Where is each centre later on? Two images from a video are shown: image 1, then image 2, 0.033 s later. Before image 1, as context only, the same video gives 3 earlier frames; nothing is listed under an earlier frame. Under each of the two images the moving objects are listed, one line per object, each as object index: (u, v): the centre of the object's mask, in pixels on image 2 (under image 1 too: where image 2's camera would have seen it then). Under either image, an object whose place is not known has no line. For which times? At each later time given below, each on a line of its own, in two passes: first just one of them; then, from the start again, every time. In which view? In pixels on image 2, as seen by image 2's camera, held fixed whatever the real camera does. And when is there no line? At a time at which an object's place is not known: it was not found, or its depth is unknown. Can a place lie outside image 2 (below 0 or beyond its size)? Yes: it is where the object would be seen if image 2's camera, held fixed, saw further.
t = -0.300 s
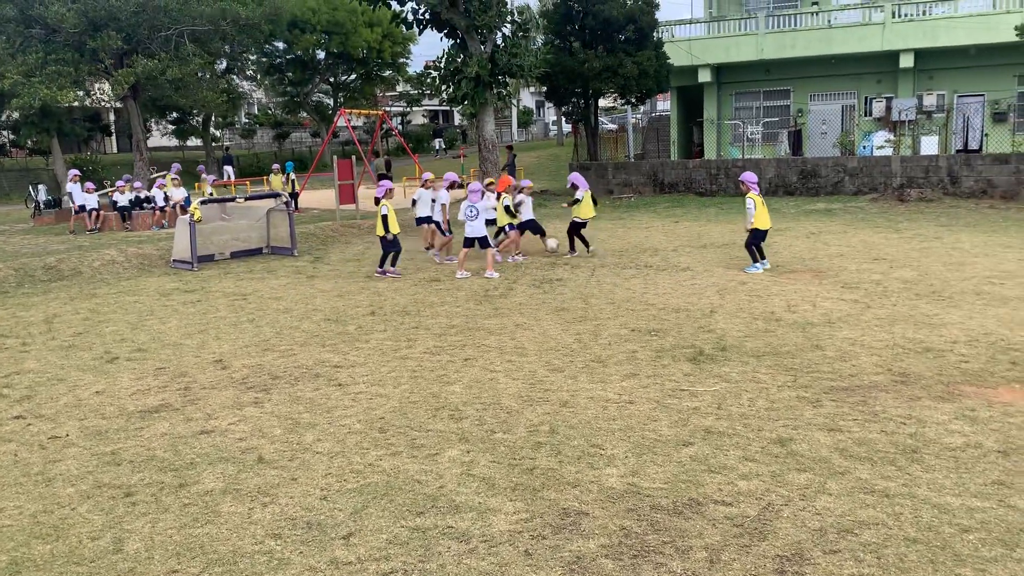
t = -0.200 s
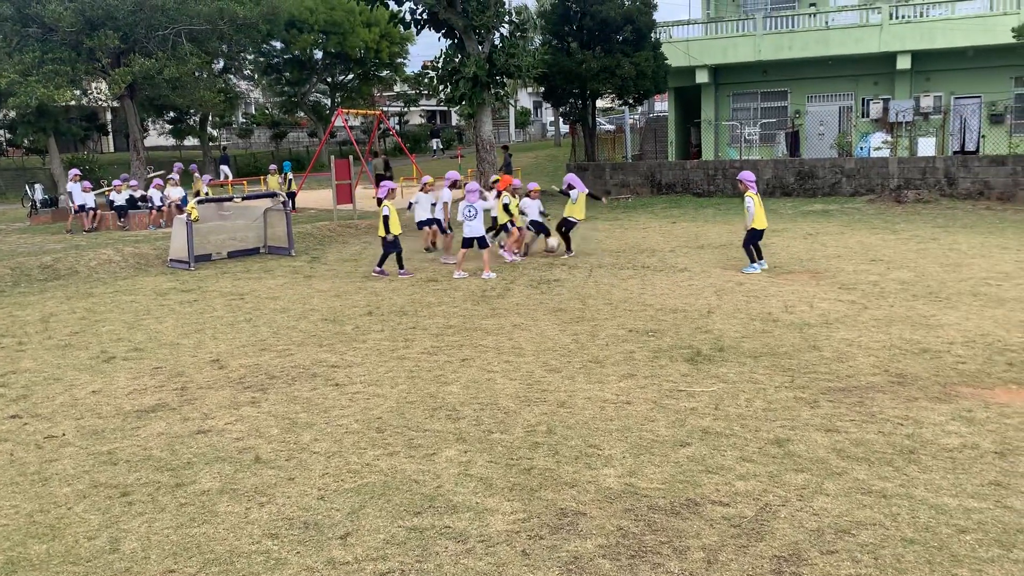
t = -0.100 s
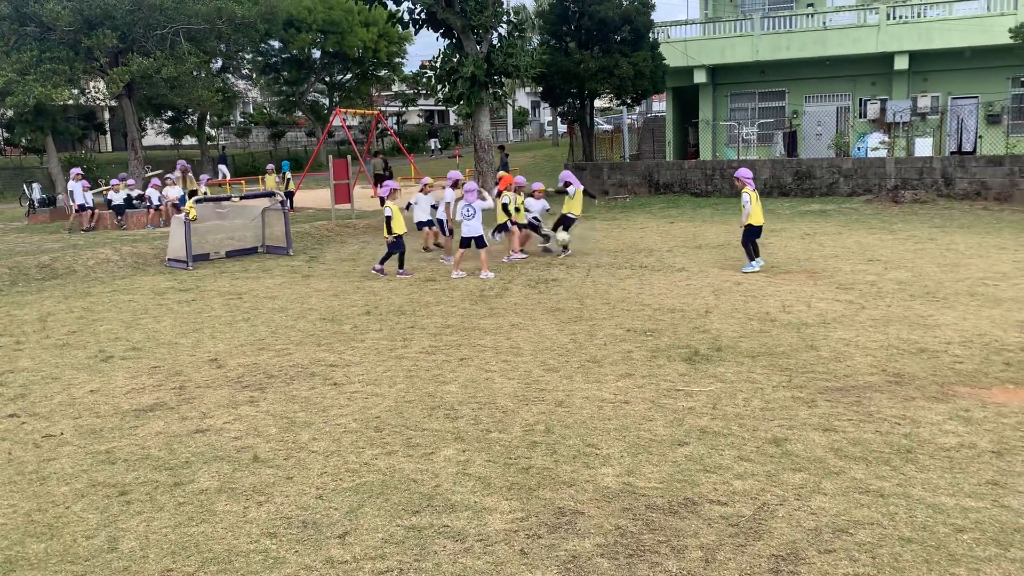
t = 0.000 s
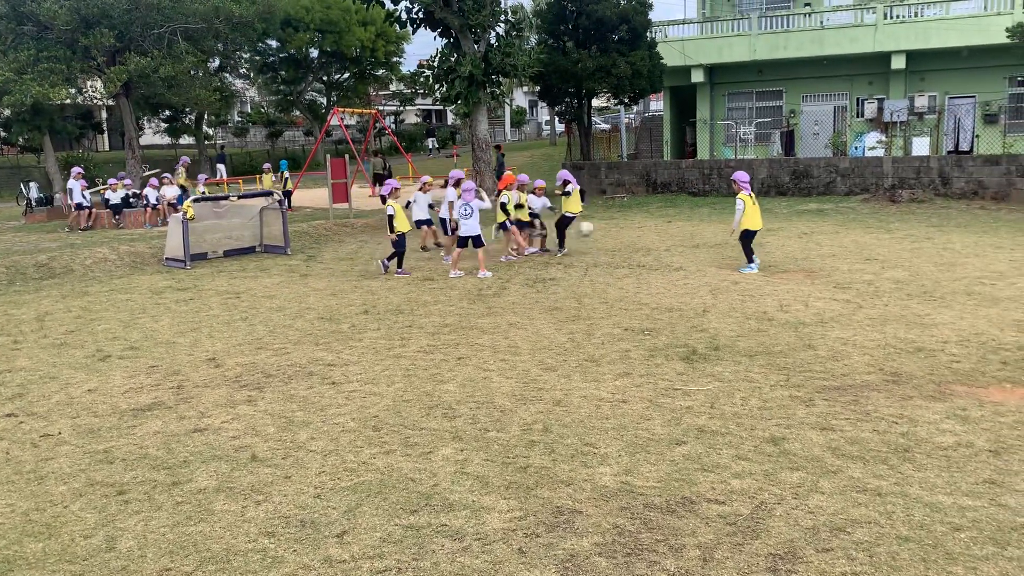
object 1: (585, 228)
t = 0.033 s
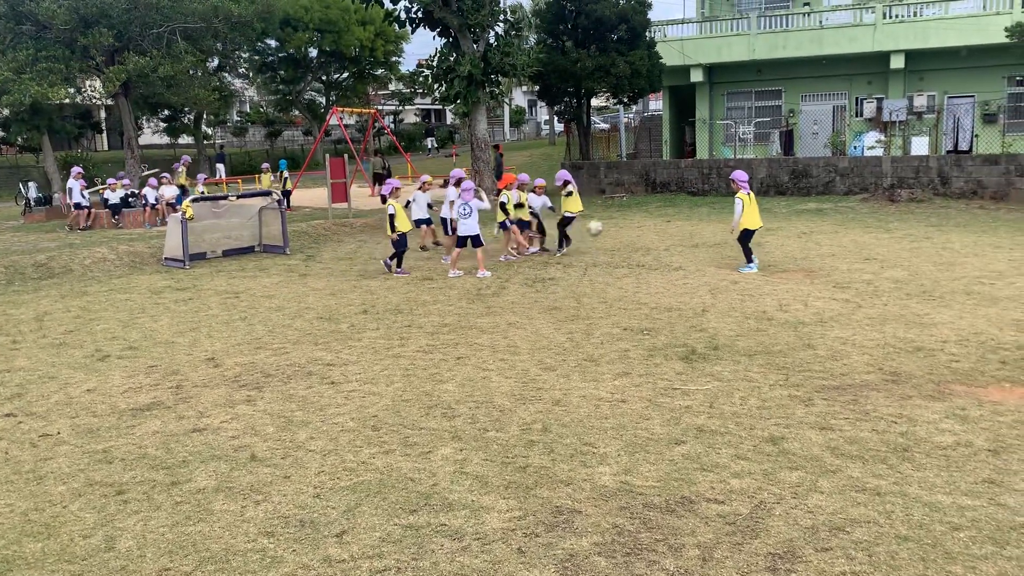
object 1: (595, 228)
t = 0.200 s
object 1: (645, 237)
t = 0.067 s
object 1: (605, 228)
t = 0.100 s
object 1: (614, 229)
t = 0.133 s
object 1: (625, 230)
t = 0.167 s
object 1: (634, 232)
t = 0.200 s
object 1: (645, 237)
